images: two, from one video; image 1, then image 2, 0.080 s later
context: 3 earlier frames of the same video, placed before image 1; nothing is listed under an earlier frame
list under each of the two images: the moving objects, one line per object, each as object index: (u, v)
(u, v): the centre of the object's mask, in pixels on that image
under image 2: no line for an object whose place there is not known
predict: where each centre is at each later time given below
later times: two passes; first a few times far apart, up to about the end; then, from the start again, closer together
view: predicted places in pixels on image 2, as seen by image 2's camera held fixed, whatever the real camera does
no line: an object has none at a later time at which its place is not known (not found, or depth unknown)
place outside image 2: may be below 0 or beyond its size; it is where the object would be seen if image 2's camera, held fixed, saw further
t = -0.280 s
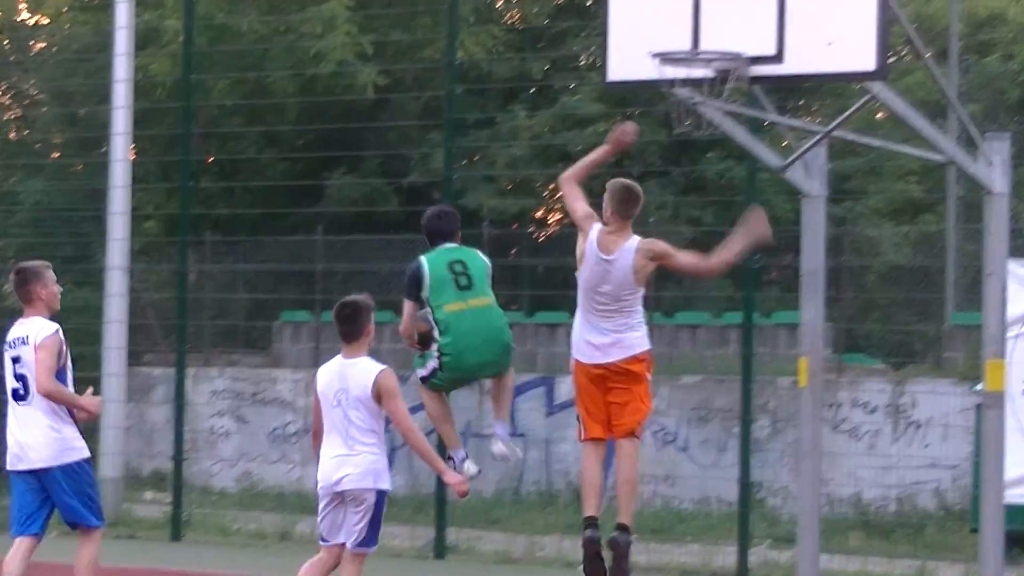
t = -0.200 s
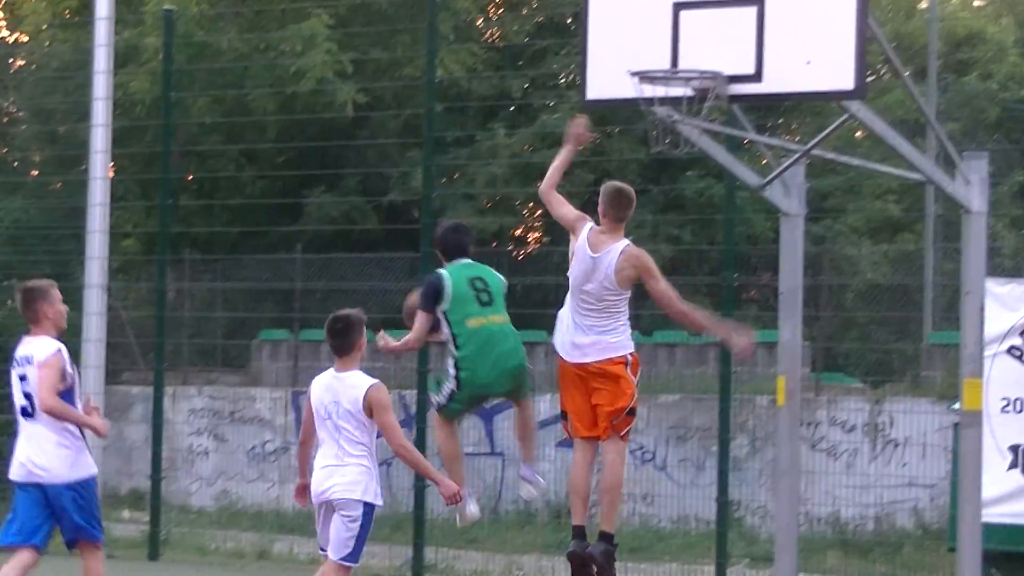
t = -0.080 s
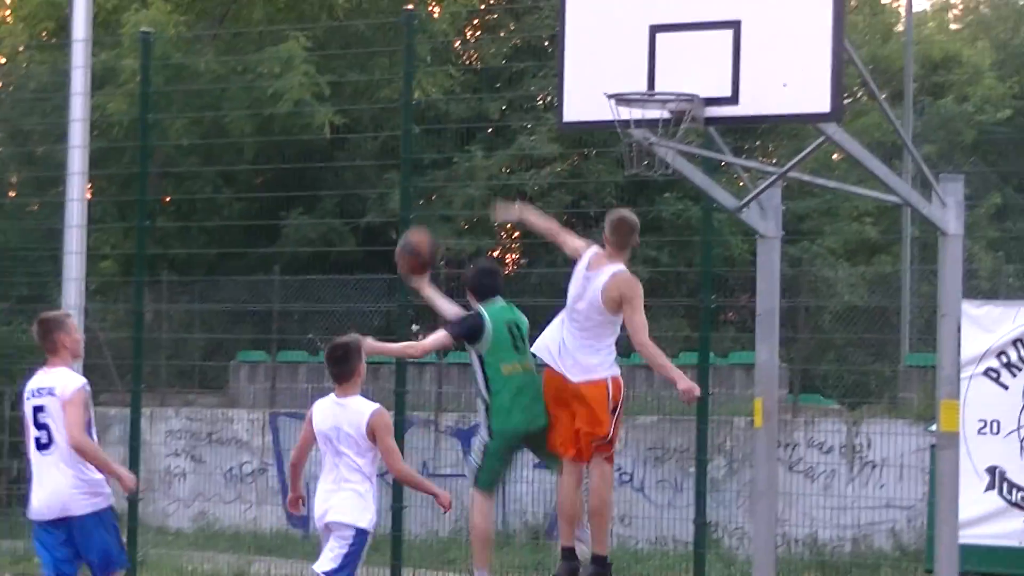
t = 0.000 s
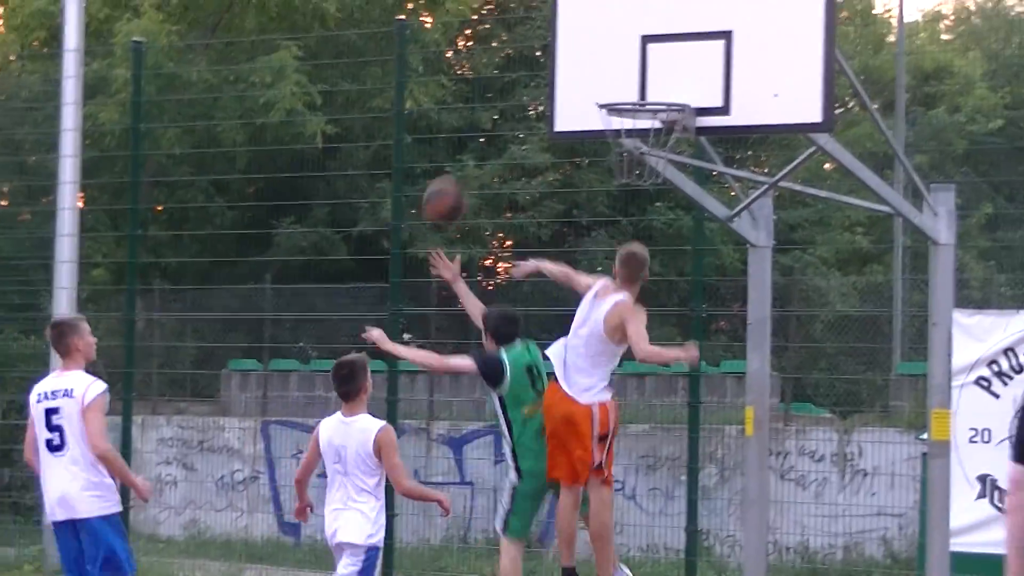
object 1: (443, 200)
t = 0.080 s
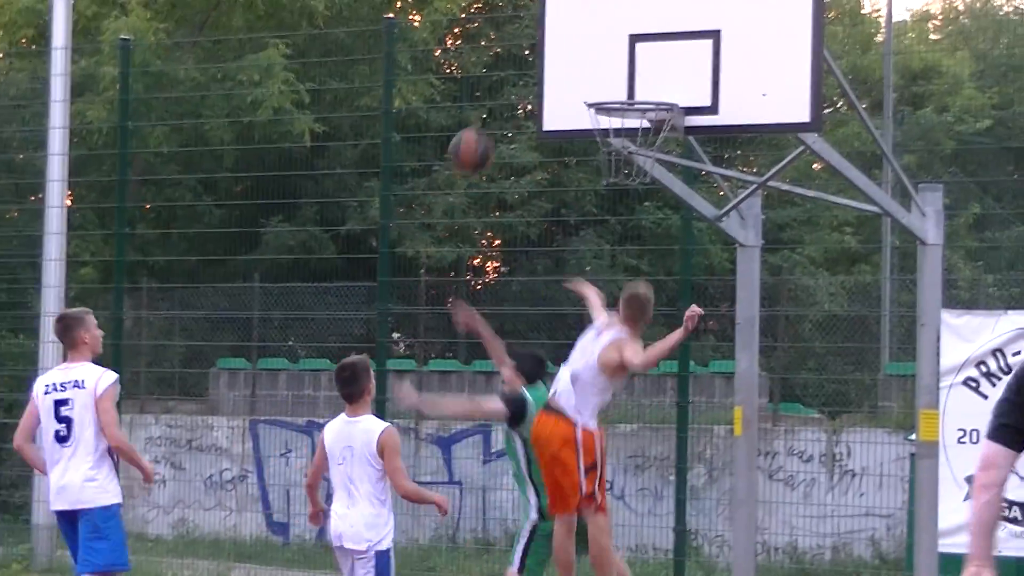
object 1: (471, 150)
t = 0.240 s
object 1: (544, 87)
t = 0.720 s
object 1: (692, 88)
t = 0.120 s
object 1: (489, 131)
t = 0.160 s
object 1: (507, 114)
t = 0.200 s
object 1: (526, 98)
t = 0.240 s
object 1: (544, 87)
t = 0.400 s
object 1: (620, 67)
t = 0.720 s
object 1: (692, 88)
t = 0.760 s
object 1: (696, 89)
